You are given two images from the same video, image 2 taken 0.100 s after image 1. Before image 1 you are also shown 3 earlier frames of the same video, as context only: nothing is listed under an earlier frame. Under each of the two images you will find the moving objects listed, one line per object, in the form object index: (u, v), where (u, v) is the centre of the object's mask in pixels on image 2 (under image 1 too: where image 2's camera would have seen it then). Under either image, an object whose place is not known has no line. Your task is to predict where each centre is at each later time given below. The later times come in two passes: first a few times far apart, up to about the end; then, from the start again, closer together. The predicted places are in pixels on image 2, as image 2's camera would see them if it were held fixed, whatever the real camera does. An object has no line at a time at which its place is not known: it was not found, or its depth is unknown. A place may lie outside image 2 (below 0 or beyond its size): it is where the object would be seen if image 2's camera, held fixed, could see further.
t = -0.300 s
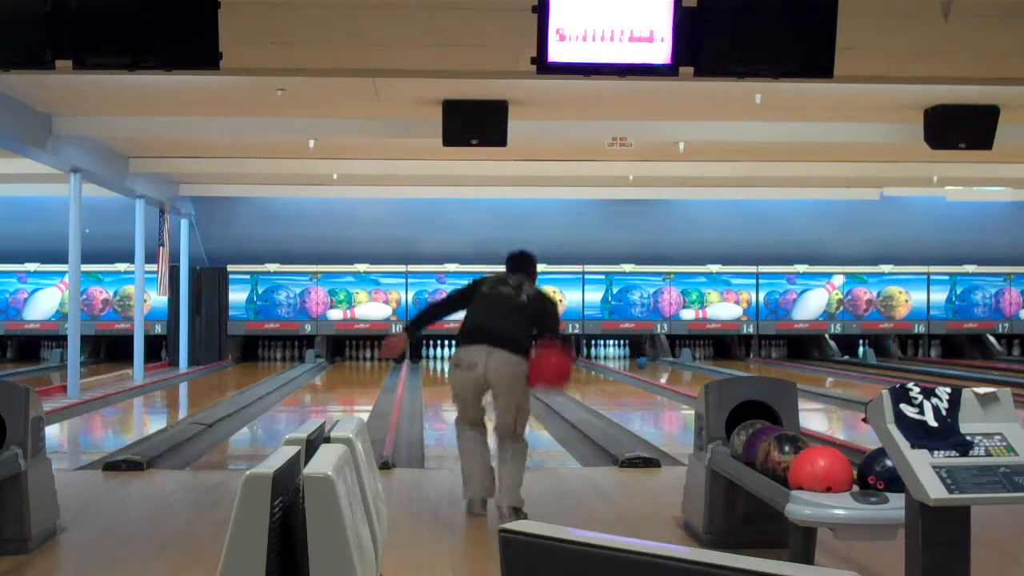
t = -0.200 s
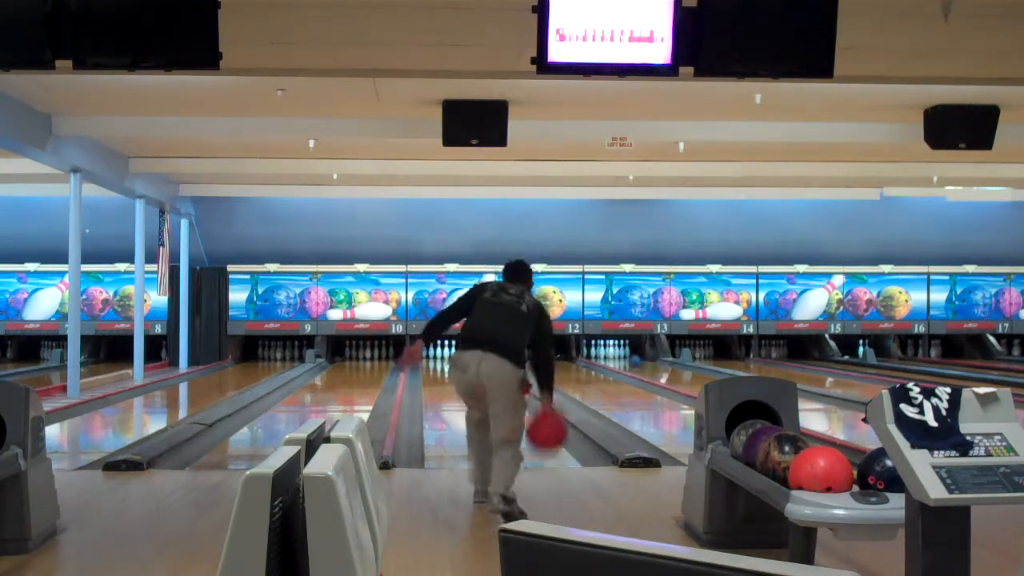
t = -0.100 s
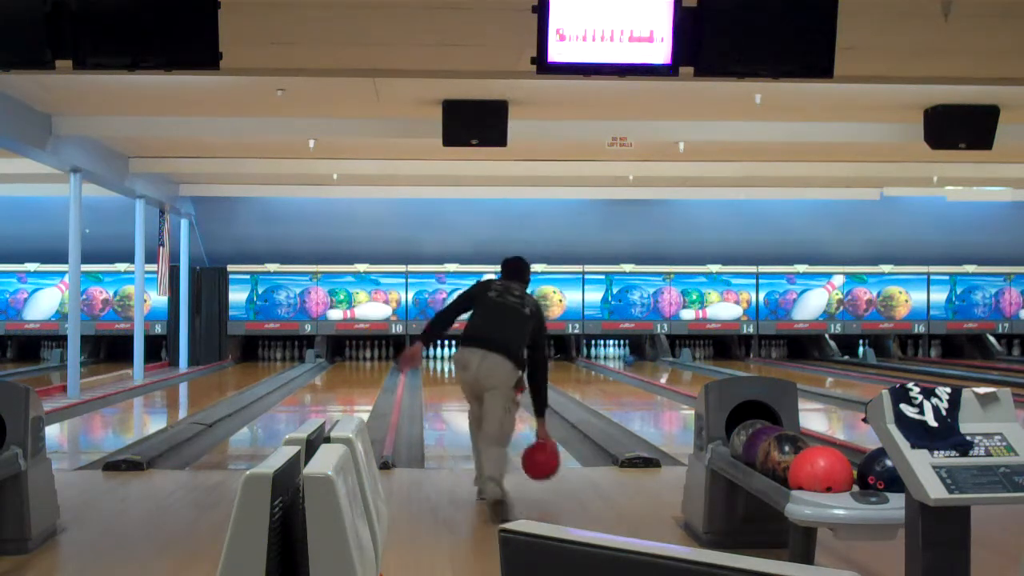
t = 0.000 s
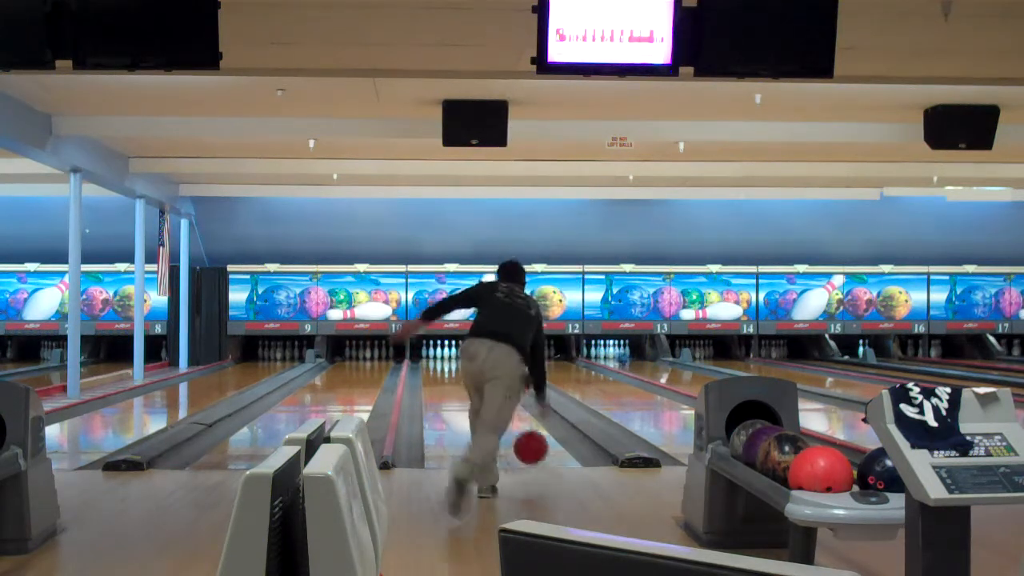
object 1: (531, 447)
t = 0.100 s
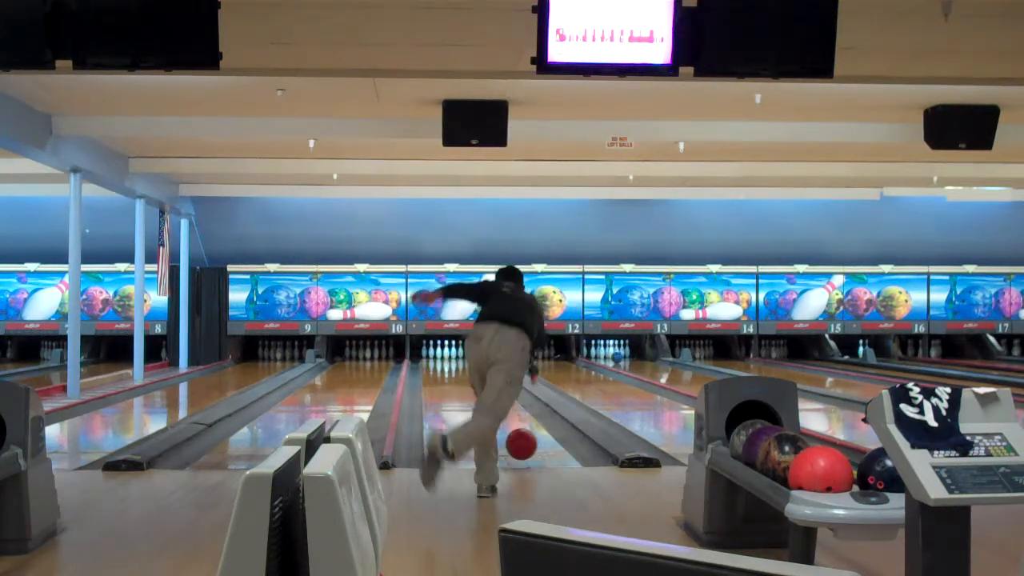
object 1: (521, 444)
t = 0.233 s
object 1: (514, 435)
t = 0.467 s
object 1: (496, 420)
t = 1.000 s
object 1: (472, 383)
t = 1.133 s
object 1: (473, 380)
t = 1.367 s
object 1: (467, 372)
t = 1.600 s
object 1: (462, 367)
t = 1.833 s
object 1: (460, 365)
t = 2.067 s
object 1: (455, 360)
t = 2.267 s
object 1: (452, 357)
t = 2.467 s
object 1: (449, 355)
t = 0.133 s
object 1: (518, 445)
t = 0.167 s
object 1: (515, 441)
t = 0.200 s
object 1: (514, 438)
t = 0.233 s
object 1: (514, 435)
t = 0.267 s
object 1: (514, 432)
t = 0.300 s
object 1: (515, 429)
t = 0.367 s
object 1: (494, 422)
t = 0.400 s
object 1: (495, 421)
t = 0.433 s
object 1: (496, 419)
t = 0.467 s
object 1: (496, 420)
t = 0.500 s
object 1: (492, 420)
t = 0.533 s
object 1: (493, 432)
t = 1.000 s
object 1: (472, 383)
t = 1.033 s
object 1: (474, 383)
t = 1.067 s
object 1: (474, 383)
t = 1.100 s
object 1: (474, 381)
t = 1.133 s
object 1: (473, 380)
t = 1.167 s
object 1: (473, 379)
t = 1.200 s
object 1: (472, 379)
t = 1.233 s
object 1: (471, 378)
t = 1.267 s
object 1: (471, 377)
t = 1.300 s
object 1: (469, 373)
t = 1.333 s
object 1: (468, 373)
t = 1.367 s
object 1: (467, 372)
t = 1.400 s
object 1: (467, 371)
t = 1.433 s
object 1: (466, 370)
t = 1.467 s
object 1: (464, 369)
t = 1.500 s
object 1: (464, 368)
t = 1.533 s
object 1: (464, 368)
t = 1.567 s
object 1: (463, 367)
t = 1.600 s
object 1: (462, 367)
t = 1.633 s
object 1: (461, 366)
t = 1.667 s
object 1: (461, 366)
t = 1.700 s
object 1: (461, 366)
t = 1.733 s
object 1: (460, 365)
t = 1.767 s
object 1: (460, 365)
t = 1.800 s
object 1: (460, 365)
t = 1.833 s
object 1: (460, 365)
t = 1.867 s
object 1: (460, 365)
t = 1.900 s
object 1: (457, 363)
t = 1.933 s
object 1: (456, 361)
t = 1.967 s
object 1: (455, 361)
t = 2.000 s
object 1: (455, 361)
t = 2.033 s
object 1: (455, 360)
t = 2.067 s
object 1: (455, 360)
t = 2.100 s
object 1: (454, 359)
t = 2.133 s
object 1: (453, 359)
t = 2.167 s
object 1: (453, 359)
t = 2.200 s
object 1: (453, 358)
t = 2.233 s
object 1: (452, 358)
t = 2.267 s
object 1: (452, 357)
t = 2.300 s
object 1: (452, 357)
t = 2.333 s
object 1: (452, 357)
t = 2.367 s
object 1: (451, 357)
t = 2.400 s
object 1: (451, 357)
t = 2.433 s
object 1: (449, 355)
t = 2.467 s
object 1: (449, 355)
